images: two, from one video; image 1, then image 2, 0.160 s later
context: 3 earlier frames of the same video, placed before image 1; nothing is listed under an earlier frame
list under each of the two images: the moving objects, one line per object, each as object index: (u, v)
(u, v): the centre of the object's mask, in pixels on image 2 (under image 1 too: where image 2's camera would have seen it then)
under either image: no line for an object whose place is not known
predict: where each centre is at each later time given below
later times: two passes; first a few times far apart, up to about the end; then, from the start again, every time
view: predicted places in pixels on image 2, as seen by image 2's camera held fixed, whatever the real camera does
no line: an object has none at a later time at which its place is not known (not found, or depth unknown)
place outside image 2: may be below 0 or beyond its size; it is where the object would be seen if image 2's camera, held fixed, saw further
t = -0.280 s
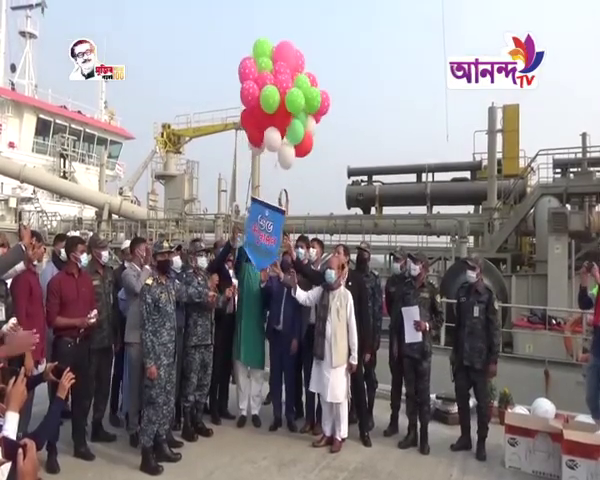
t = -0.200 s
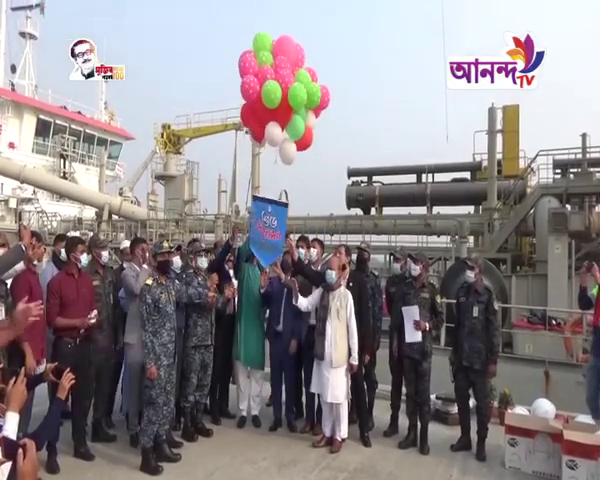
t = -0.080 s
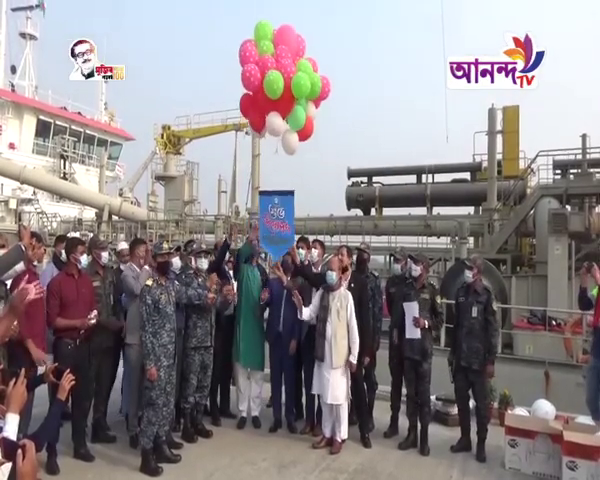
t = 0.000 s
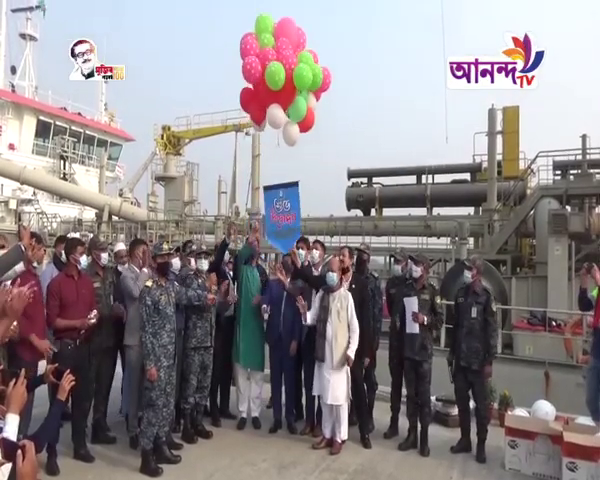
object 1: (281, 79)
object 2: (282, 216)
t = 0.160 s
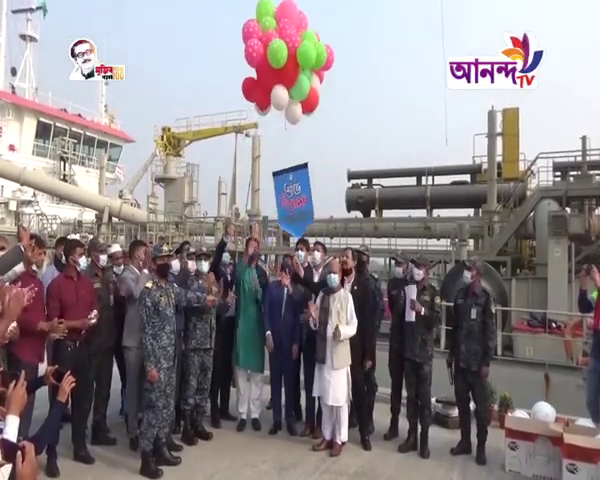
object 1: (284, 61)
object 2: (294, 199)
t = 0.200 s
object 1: (285, 57)
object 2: (296, 194)
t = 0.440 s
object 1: (294, 34)
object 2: (307, 161)
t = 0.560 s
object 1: (300, 24)
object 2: (311, 143)
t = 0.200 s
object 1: (285, 57)
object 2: (296, 194)
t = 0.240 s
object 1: (286, 52)
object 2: (298, 189)
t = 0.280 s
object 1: (287, 49)
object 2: (300, 183)
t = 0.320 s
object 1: (289, 45)
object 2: (302, 178)
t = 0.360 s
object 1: (291, 41)
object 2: (304, 173)
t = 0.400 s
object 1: (292, 37)
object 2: (305, 167)
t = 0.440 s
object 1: (294, 34)
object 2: (307, 161)
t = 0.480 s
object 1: (297, 30)
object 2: (308, 156)
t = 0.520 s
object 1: (298, 27)
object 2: (309, 149)
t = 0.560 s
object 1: (300, 24)
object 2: (311, 143)
